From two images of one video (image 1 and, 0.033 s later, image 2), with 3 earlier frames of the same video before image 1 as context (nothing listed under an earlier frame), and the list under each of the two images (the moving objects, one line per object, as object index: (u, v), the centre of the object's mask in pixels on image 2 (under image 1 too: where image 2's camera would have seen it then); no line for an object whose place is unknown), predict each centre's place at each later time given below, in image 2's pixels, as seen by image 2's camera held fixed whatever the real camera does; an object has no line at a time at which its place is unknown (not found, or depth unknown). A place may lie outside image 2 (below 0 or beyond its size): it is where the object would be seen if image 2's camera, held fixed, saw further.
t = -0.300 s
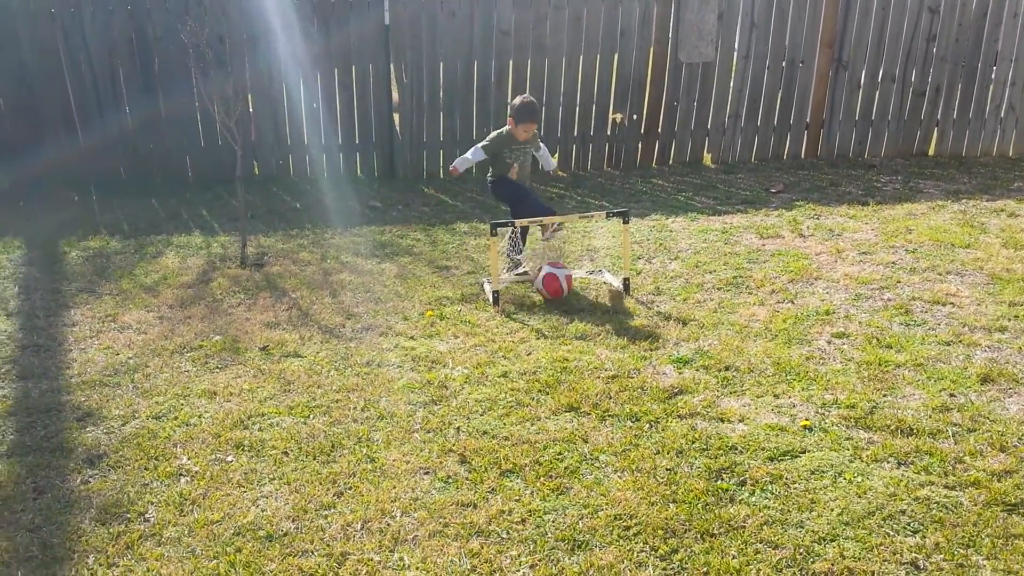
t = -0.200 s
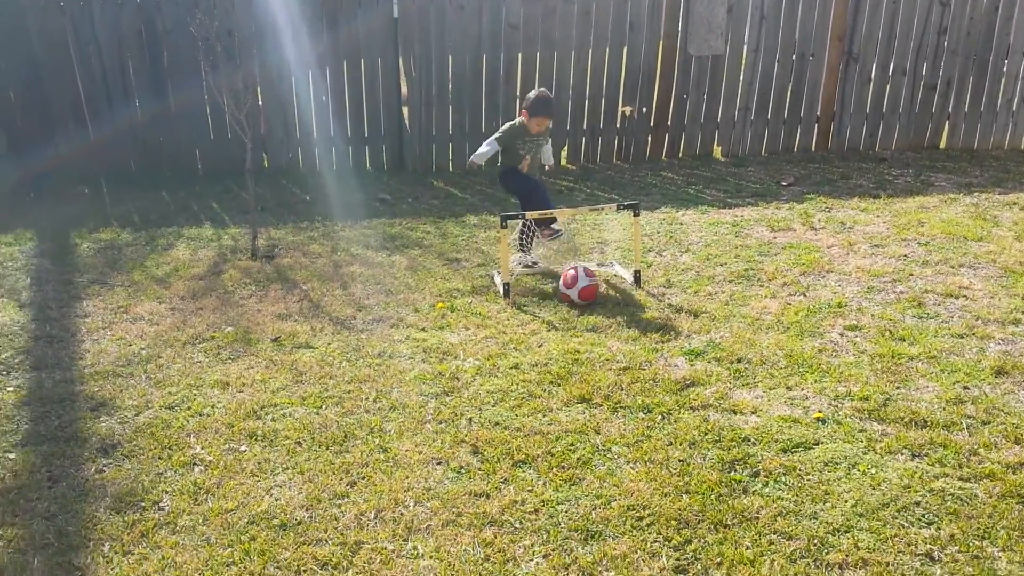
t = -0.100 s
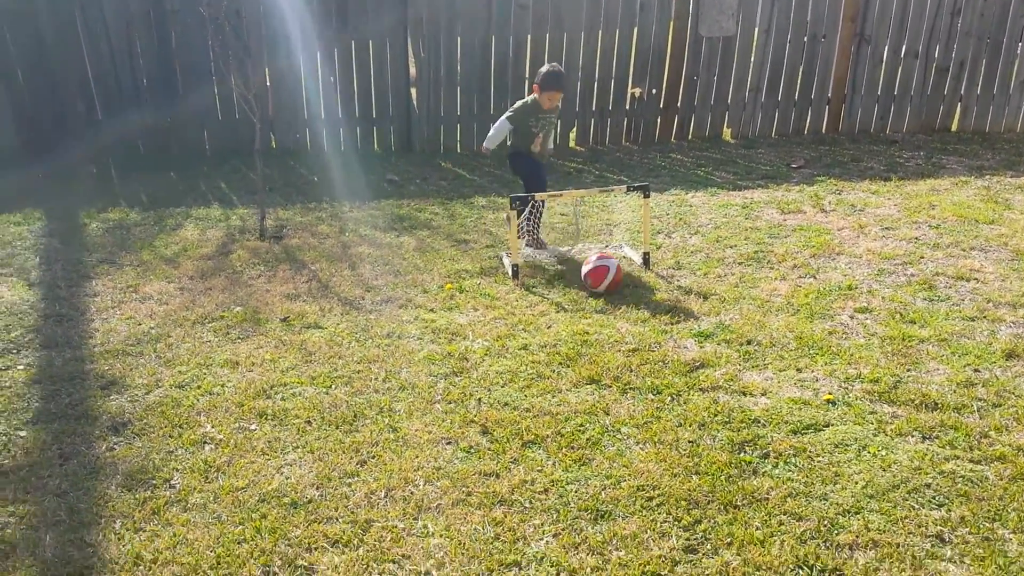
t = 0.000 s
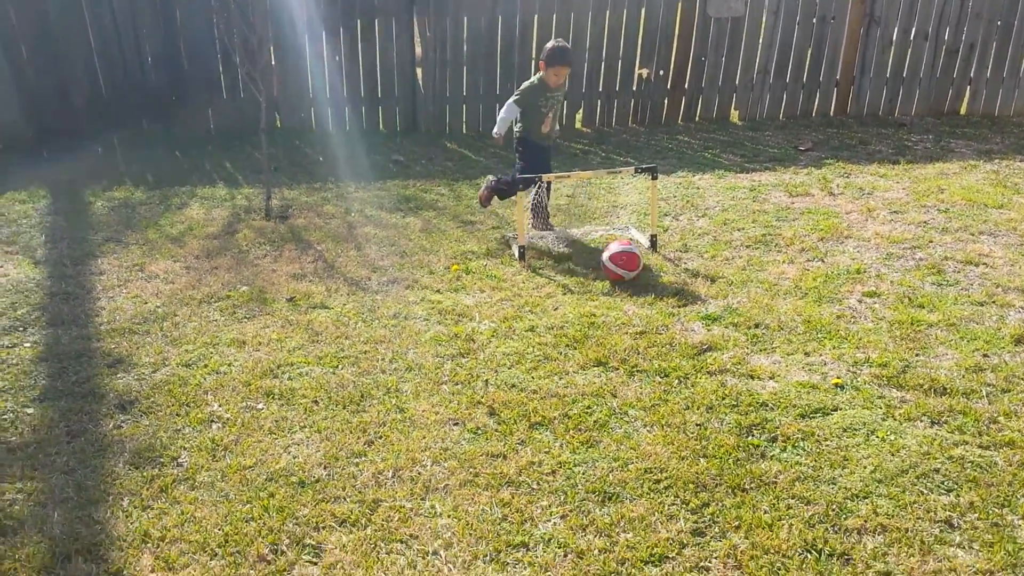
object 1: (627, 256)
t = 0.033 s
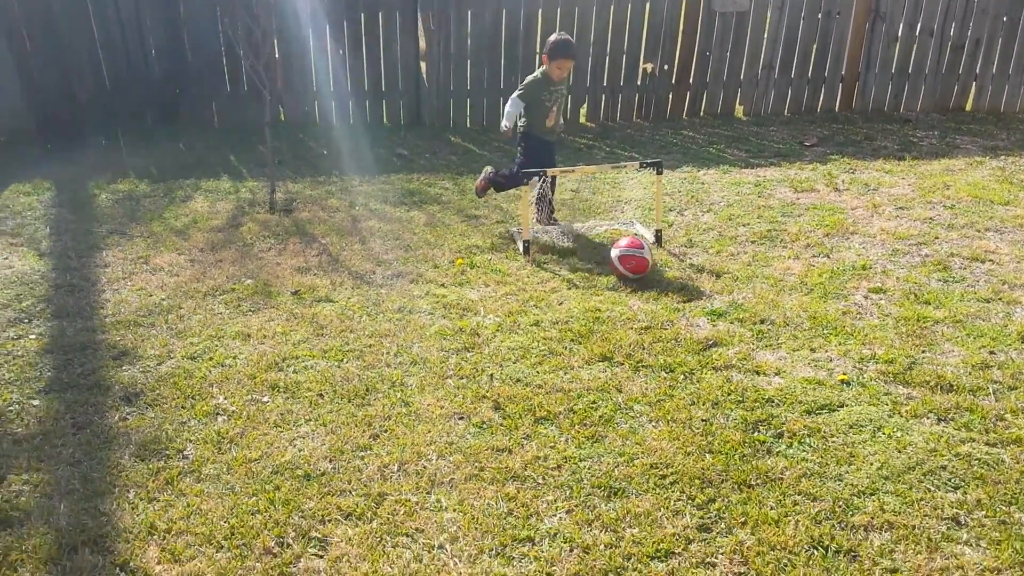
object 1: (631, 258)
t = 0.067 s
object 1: (635, 262)
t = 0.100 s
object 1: (639, 266)
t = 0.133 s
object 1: (642, 269)
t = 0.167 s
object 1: (647, 271)
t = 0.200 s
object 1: (652, 273)
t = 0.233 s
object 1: (655, 275)
